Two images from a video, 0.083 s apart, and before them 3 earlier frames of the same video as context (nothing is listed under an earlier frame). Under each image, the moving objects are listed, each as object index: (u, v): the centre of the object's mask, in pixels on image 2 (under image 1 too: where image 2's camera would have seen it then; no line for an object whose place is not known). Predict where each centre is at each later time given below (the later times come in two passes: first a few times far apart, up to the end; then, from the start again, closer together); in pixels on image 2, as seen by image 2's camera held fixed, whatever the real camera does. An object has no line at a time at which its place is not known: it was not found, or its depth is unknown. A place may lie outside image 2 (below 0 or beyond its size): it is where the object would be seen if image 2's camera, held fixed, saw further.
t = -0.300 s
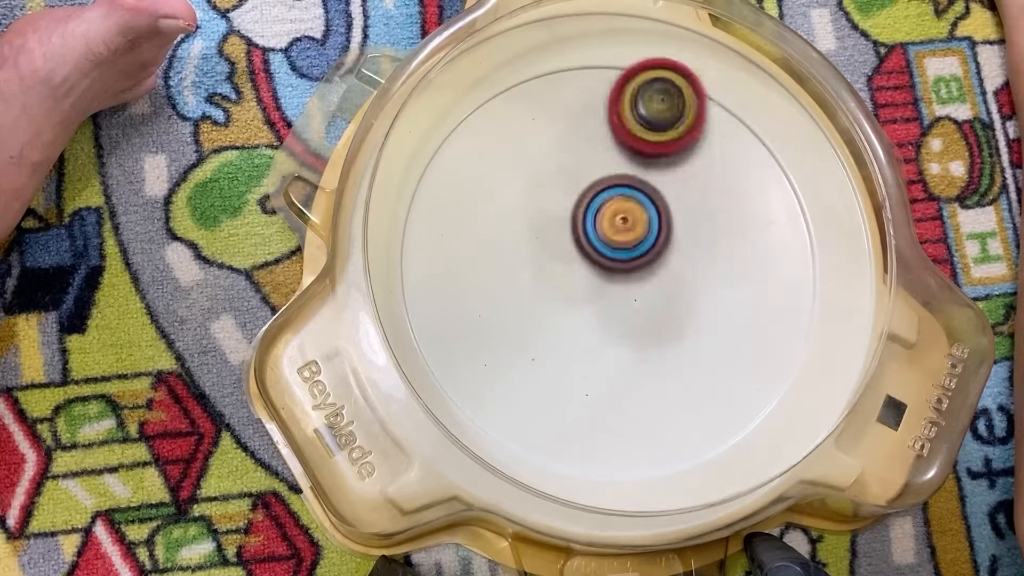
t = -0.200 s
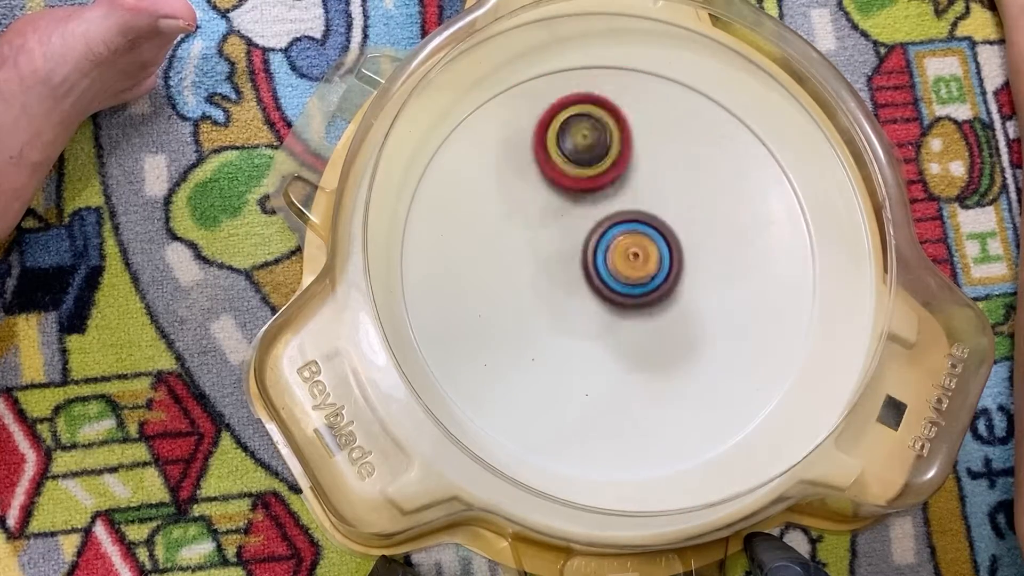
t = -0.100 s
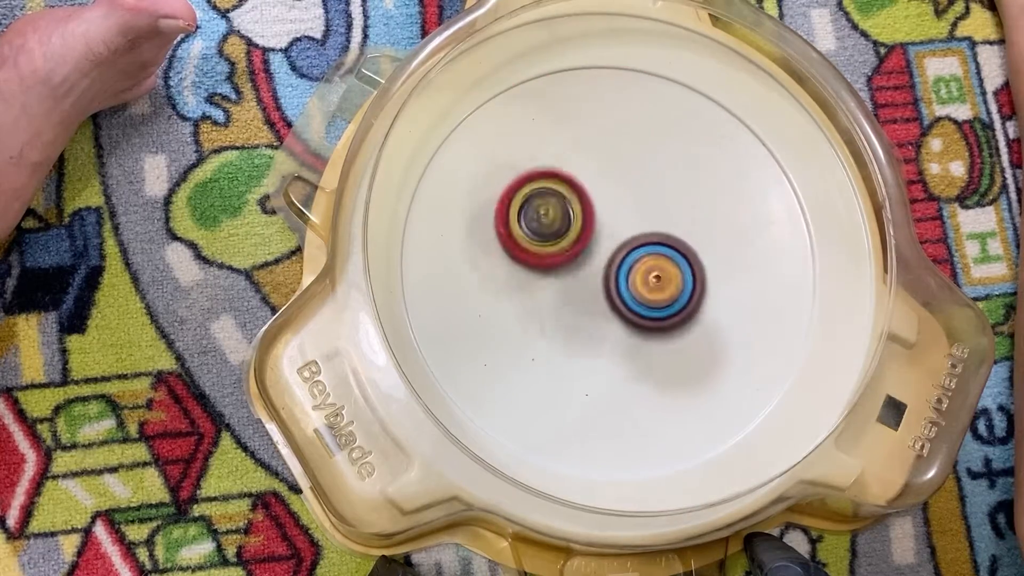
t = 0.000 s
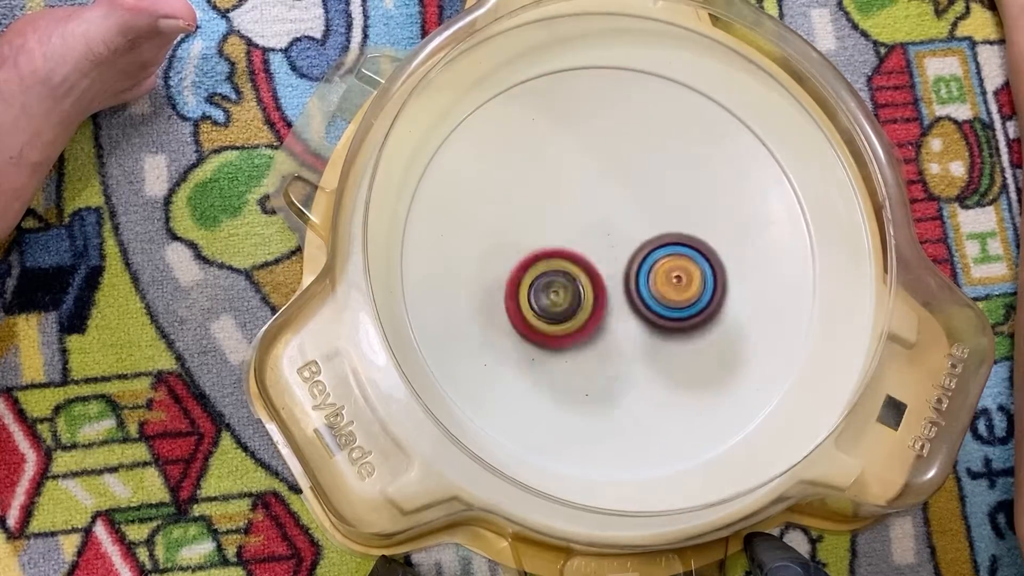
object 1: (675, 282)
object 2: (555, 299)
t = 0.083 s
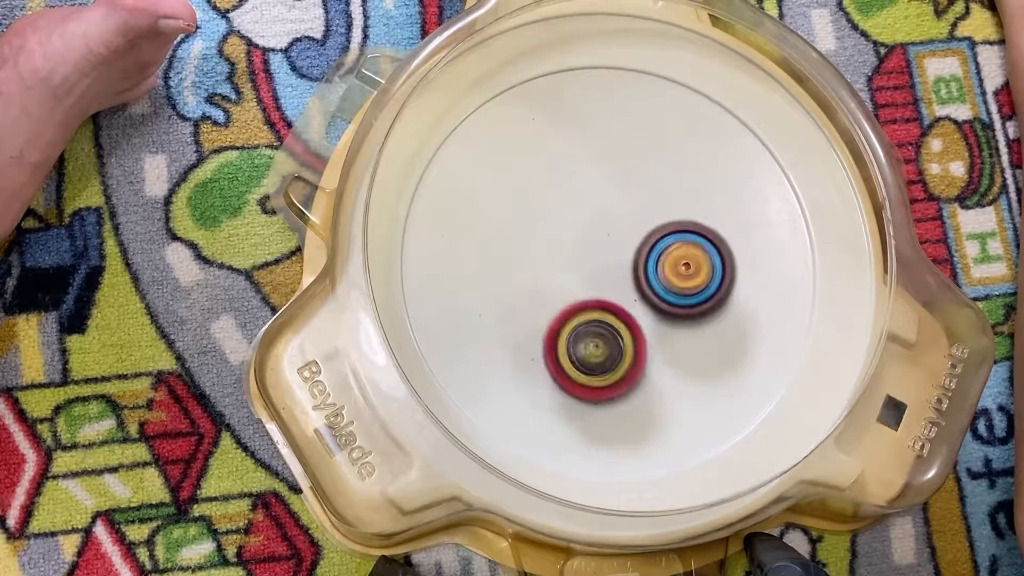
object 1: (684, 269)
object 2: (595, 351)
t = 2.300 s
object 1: (660, 323)
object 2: (552, 360)
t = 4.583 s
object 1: (553, 182)
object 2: (635, 286)
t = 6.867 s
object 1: (558, 240)
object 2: (634, 313)
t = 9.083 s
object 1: (628, 223)
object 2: (565, 310)
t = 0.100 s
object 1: (685, 266)
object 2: (605, 358)
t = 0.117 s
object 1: (685, 263)
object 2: (616, 365)
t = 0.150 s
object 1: (687, 256)
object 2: (640, 376)
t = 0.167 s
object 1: (688, 253)
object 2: (652, 379)
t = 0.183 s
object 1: (689, 250)
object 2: (665, 382)
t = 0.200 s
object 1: (689, 248)
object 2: (678, 383)
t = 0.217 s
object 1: (690, 246)
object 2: (691, 384)
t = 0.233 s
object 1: (689, 244)
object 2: (704, 383)
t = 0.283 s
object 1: (686, 241)
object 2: (738, 372)
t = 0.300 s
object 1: (685, 241)
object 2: (748, 366)
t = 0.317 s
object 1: (683, 242)
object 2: (757, 359)
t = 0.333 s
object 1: (681, 242)
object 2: (766, 351)
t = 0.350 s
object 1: (679, 243)
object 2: (773, 342)
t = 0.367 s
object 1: (678, 245)
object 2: (779, 332)
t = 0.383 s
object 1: (676, 248)
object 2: (784, 322)
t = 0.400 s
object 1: (673, 251)
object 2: (788, 311)
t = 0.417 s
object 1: (670, 254)
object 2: (790, 299)
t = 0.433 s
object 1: (666, 258)
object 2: (791, 287)
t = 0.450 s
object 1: (663, 261)
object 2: (791, 275)
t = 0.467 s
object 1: (660, 264)
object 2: (788, 263)
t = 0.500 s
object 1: (656, 272)
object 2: (778, 240)
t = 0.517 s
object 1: (654, 276)
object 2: (771, 229)
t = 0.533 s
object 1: (651, 280)
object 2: (762, 219)
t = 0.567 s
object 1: (648, 289)
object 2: (742, 201)
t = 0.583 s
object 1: (647, 293)
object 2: (730, 195)
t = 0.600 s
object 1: (647, 296)
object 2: (718, 189)
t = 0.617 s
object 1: (647, 299)
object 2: (705, 185)
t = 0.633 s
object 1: (647, 303)
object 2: (692, 182)
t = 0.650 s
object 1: (648, 305)
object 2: (679, 180)
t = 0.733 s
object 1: (654, 314)
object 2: (617, 192)
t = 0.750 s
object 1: (655, 314)
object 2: (606, 198)
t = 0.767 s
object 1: (655, 313)
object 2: (595, 206)
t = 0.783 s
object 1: (656, 312)
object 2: (585, 213)
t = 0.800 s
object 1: (656, 309)
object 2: (576, 222)
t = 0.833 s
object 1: (656, 304)
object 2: (560, 242)
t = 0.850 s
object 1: (656, 301)
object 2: (553, 252)
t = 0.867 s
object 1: (656, 297)
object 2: (548, 264)
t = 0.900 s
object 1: (656, 290)
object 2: (541, 287)
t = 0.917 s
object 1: (656, 286)
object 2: (539, 299)
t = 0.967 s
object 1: (657, 277)
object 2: (541, 334)
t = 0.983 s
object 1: (658, 275)
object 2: (544, 345)
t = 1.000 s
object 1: (657, 274)
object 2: (548, 356)
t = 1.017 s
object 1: (656, 273)
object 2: (553, 366)
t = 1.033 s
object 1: (653, 273)
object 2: (559, 375)
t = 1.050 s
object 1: (649, 272)
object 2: (567, 383)
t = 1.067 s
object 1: (645, 272)
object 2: (575, 391)
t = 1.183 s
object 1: (619, 280)
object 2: (646, 415)
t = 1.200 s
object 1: (615, 282)
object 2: (656, 415)
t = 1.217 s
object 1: (611, 284)
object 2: (667, 413)
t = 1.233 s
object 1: (607, 286)
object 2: (677, 409)
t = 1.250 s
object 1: (603, 289)
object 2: (687, 404)
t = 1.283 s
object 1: (596, 294)
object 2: (705, 391)
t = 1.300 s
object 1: (593, 297)
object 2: (712, 383)
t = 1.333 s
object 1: (589, 303)
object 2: (723, 363)
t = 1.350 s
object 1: (587, 306)
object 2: (726, 352)
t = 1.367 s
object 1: (586, 310)
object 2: (727, 341)
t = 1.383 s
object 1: (585, 313)
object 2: (727, 329)
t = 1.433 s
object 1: (585, 324)
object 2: (718, 295)
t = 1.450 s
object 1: (586, 327)
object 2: (712, 284)
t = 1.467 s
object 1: (587, 331)
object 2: (706, 274)
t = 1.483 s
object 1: (589, 333)
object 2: (698, 264)
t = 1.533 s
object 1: (596, 337)
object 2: (671, 241)
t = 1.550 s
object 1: (598, 337)
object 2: (660, 235)
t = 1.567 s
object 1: (600, 337)
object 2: (649, 230)
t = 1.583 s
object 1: (601, 336)
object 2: (638, 226)
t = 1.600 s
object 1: (602, 335)
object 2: (626, 224)
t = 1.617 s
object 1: (602, 333)
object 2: (614, 221)
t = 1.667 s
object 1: (600, 327)
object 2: (580, 222)
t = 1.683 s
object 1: (599, 323)
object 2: (569, 224)
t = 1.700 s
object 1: (599, 325)
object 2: (558, 223)
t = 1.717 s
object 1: (601, 337)
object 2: (549, 211)
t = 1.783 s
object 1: (607, 379)
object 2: (515, 179)
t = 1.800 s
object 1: (608, 385)
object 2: (508, 174)
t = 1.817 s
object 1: (610, 388)
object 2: (502, 171)
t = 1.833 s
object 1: (613, 390)
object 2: (497, 169)
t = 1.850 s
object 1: (616, 391)
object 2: (492, 169)
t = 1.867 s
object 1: (619, 391)
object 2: (488, 170)
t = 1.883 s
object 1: (623, 391)
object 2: (484, 173)
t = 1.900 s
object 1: (627, 391)
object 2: (480, 177)
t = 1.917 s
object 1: (631, 390)
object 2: (477, 182)
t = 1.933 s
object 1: (635, 388)
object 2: (475, 188)
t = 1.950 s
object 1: (639, 387)
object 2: (472, 195)
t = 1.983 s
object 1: (647, 383)
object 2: (468, 211)
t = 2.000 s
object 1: (651, 381)
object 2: (466, 219)
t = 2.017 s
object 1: (655, 378)
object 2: (464, 229)
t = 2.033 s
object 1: (658, 375)
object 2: (463, 239)
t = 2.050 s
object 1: (661, 372)
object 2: (462, 249)
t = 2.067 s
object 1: (663, 368)
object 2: (462, 260)
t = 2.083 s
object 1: (664, 365)
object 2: (463, 271)
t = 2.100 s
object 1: (666, 362)
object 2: (465, 282)
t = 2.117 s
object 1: (666, 358)
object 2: (467, 292)
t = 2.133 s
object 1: (666, 355)
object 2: (470, 301)
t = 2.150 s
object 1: (667, 351)
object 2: (475, 311)
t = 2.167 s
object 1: (666, 348)
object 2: (480, 320)
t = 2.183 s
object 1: (666, 345)
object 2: (486, 328)
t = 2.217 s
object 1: (664, 339)
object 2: (502, 342)
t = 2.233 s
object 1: (664, 336)
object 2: (510, 348)
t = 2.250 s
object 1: (663, 333)
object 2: (520, 352)
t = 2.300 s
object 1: (660, 323)
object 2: (552, 360)
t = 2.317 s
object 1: (659, 320)
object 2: (562, 361)
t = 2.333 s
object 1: (677, 315)
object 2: (555, 364)
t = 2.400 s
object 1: (745, 282)
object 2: (529, 369)
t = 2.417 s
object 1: (758, 274)
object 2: (527, 370)
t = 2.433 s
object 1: (770, 266)
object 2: (527, 370)
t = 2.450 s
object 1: (778, 258)
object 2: (529, 371)
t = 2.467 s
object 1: (784, 251)
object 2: (532, 371)
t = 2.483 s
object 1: (788, 244)
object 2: (537, 373)
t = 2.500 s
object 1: (790, 238)
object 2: (543, 374)
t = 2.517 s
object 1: (790, 231)
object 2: (549, 375)
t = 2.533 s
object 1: (788, 225)
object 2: (557, 375)
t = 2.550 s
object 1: (785, 219)
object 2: (564, 374)
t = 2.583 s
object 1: (778, 209)
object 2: (578, 368)
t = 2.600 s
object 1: (774, 204)
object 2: (583, 363)
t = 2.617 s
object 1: (770, 200)
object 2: (589, 358)
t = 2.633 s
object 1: (765, 195)
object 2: (594, 352)
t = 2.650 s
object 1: (759, 192)
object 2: (598, 345)
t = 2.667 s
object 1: (754, 188)
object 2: (602, 337)
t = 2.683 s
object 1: (748, 186)
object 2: (604, 329)
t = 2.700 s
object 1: (743, 184)
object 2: (606, 321)
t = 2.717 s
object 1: (736, 182)
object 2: (607, 313)
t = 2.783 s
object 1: (715, 175)
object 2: (607, 281)
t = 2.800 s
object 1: (709, 174)
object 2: (606, 272)
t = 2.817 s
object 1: (704, 173)
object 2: (603, 264)
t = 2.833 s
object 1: (698, 173)
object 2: (601, 256)
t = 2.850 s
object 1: (693, 174)
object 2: (598, 249)
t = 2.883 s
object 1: (684, 174)
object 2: (590, 233)
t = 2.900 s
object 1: (680, 175)
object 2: (586, 227)
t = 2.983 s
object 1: (663, 178)
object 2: (554, 202)
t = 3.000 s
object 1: (660, 179)
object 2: (548, 199)
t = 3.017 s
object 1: (657, 181)
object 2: (541, 196)
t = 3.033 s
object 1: (654, 182)
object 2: (535, 195)
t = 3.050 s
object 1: (651, 183)
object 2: (528, 194)
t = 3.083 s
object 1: (644, 185)
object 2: (516, 194)
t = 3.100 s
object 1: (642, 186)
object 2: (510, 194)
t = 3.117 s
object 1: (640, 188)
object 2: (503, 196)
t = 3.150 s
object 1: (636, 191)
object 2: (492, 202)
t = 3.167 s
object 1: (634, 192)
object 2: (487, 206)
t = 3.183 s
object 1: (632, 193)
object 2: (483, 211)
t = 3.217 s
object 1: (628, 196)
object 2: (476, 222)
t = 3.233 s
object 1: (627, 198)
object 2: (474, 229)
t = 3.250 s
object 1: (625, 200)
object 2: (474, 237)
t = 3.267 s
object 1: (623, 202)
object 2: (474, 244)
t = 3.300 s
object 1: (621, 206)
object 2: (477, 259)
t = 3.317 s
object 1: (621, 207)
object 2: (481, 267)
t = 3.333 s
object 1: (620, 208)
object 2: (486, 274)
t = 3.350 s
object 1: (618, 210)
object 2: (492, 280)
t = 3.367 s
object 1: (617, 212)
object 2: (498, 285)
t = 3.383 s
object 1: (616, 214)
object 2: (506, 290)
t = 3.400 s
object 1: (616, 216)
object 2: (514, 294)
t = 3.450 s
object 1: (615, 221)
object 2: (541, 300)
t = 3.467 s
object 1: (616, 222)
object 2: (548, 302)
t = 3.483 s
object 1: (628, 215)
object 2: (548, 309)
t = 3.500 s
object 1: (639, 210)
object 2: (548, 317)
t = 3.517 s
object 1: (650, 205)
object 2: (550, 323)
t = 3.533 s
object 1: (659, 201)
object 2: (553, 327)
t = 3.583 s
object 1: (674, 195)
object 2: (570, 336)
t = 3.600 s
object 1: (675, 195)
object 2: (577, 336)
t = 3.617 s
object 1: (676, 195)
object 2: (585, 335)
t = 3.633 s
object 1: (677, 196)
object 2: (593, 333)
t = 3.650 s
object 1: (676, 196)
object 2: (602, 331)
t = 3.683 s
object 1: (672, 196)
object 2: (618, 325)
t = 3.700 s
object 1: (670, 198)
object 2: (626, 321)
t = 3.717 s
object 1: (668, 198)
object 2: (633, 316)
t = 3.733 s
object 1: (667, 199)
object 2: (641, 311)
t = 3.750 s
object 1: (665, 199)
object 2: (647, 305)
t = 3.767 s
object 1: (665, 195)
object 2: (652, 303)
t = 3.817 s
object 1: (663, 171)
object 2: (666, 307)
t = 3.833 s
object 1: (663, 166)
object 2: (670, 306)
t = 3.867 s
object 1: (661, 160)
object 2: (678, 299)
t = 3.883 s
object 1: (660, 159)
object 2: (683, 295)
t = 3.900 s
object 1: (658, 158)
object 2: (688, 289)
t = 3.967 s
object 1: (651, 161)
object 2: (701, 264)
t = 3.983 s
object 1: (650, 162)
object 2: (702, 257)
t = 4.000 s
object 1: (648, 161)
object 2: (704, 252)
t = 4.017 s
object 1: (643, 155)
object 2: (707, 252)
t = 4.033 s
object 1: (639, 150)
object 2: (709, 251)
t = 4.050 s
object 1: (635, 148)
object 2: (709, 249)
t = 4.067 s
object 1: (632, 146)
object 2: (709, 246)
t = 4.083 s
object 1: (629, 144)
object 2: (708, 243)
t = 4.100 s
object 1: (625, 144)
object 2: (708, 238)
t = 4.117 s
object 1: (623, 146)
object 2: (706, 232)
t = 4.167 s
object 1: (616, 149)
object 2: (697, 215)
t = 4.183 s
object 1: (611, 146)
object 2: (697, 214)
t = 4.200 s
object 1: (602, 141)
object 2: (698, 216)
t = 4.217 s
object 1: (597, 137)
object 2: (698, 218)
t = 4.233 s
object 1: (591, 135)
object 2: (697, 218)
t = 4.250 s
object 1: (587, 134)
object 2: (694, 218)
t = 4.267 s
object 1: (583, 134)
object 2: (690, 217)
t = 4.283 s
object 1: (580, 135)
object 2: (686, 217)
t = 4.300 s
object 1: (577, 137)
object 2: (680, 215)
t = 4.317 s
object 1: (575, 139)
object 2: (675, 214)
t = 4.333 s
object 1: (572, 142)
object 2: (670, 215)
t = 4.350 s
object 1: (571, 145)
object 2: (665, 216)
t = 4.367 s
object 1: (569, 148)
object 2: (659, 217)
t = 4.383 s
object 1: (568, 151)
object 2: (654, 220)
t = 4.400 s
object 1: (567, 155)
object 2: (649, 223)
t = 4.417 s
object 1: (566, 159)
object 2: (645, 226)
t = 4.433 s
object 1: (564, 160)
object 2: (641, 231)
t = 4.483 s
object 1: (556, 167)
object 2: (635, 250)
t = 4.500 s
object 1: (555, 168)
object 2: (633, 256)
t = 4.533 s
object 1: (553, 174)
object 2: (633, 268)
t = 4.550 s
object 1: (553, 178)
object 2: (632, 274)
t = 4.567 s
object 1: (553, 179)
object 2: (633, 281)
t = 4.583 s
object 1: (553, 182)
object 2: (635, 286)
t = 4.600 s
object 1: (553, 186)
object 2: (636, 292)
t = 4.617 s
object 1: (554, 189)
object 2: (638, 298)
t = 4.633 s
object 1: (555, 190)
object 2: (640, 303)
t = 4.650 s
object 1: (555, 194)
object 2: (643, 308)
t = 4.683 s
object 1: (557, 199)
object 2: (650, 317)
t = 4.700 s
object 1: (558, 201)
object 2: (654, 321)
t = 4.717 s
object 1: (559, 204)
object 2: (658, 324)
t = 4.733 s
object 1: (560, 207)
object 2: (662, 327)
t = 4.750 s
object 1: (561, 210)
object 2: (667, 330)
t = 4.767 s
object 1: (562, 212)
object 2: (671, 332)
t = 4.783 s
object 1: (563, 215)
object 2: (676, 333)
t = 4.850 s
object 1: (568, 226)
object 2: (692, 333)
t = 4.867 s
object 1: (570, 228)
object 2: (695, 331)
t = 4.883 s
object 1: (572, 230)
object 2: (697, 329)
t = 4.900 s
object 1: (573, 232)
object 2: (700, 327)
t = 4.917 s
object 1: (574, 234)
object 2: (702, 324)
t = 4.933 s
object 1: (577, 236)
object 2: (703, 321)
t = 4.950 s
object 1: (578, 237)
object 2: (703, 318)
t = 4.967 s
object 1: (580, 239)
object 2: (704, 315)
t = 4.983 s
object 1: (581, 241)
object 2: (704, 310)
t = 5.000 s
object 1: (584, 242)
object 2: (703, 306)
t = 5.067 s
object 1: (593, 247)
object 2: (693, 290)
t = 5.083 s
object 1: (593, 248)
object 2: (690, 287)
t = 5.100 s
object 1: (587, 244)
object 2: (693, 287)
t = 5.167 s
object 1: (569, 233)
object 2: (692, 286)
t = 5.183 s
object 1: (569, 232)
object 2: (691, 286)
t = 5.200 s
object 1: (568, 232)
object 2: (689, 284)
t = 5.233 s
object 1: (569, 234)
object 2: (684, 283)
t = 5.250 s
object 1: (570, 235)
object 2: (681, 281)
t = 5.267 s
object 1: (570, 237)
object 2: (678, 281)
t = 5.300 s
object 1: (572, 240)
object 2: (672, 281)
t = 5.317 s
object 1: (571, 241)
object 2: (668, 281)
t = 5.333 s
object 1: (568, 240)
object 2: (669, 284)
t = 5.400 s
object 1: (546, 234)
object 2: (672, 295)
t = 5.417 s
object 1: (545, 234)
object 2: (672, 297)
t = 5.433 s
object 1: (543, 235)
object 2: (673, 300)
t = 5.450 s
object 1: (542, 236)
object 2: (674, 301)
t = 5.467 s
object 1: (542, 237)
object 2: (674, 303)
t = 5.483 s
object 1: (542, 239)
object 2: (674, 304)
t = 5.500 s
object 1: (542, 240)
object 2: (674, 305)
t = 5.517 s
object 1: (542, 242)
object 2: (674, 307)
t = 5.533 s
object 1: (542, 244)
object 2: (675, 307)
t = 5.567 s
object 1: (543, 247)
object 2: (674, 309)
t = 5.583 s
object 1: (544, 248)
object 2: (674, 309)
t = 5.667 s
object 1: (547, 255)
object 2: (668, 309)
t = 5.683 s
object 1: (549, 255)
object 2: (666, 309)
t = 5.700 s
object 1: (549, 257)
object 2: (664, 309)
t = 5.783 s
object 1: (554, 261)
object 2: (652, 310)
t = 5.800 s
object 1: (555, 262)
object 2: (649, 311)
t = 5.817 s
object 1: (552, 259)
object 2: (652, 314)
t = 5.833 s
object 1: (545, 254)
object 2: (658, 320)
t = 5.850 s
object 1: (536, 248)
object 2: (662, 325)
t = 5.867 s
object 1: (531, 244)
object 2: (667, 328)
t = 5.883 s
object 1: (528, 241)
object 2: (671, 329)
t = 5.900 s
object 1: (524, 237)
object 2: (675, 330)
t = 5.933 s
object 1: (523, 236)
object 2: (682, 330)
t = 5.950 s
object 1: (522, 235)
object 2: (686, 330)
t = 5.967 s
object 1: (523, 235)
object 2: (689, 329)
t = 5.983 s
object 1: (524, 236)
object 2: (691, 327)
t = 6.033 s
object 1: (526, 238)
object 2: (697, 320)
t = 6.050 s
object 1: (527, 238)
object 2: (699, 317)
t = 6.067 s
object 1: (528, 240)
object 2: (699, 313)
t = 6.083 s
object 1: (530, 240)
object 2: (698, 310)
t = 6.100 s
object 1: (530, 241)
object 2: (698, 306)
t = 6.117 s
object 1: (531, 242)
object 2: (696, 302)
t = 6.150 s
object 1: (533, 242)
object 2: (691, 295)
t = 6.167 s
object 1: (534, 244)
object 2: (688, 292)
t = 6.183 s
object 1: (536, 244)
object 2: (684, 289)
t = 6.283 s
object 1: (545, 246)
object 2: (654, 275)
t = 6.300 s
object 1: (547, 247)
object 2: (648, 275)
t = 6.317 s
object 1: (546, 247)
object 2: (645, 275)
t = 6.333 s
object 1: (538, 242)
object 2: (648, 277)
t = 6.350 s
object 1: (531, 238)
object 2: (650, 281)
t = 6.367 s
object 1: (526, 237)
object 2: (650, 282)
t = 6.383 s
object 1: (521, 234)
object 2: (649, 283)
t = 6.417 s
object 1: (518, 232)
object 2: (646, 285)
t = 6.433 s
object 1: (517, 231)
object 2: (644, 287)
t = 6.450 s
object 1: (517, 231)
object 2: (643, 288)
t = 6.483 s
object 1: (520, 232)
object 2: (640, 291)
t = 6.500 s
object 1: (521, 233)
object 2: (638, 292)
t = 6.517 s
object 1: (523, 234)
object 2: (637, 294)
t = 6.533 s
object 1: (525, 234)
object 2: (636, 296)
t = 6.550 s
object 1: (526, 236)
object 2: (635, 296)
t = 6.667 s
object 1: (541, 243)
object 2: (629, 305)
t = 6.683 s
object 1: (544, 244)
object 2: (628, 306)
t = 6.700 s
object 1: (544, 242)
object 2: (630, 308)
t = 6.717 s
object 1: (543, 240)
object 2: (631, 310)
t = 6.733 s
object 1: (544, 240)
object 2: (631, 312)
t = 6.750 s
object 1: (545, 239)
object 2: (632, 313)
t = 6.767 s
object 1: (546, 239)
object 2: (632, 314)
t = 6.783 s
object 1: (548, 238)
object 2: (632, 314)
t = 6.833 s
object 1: (555, 240)
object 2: (634, 314)
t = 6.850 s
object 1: (557, 241)
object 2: (633, 313)
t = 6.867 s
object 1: (558, 240)
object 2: (634, 313)
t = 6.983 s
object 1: (566, 229)
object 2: (641, 314)
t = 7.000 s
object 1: (568, 227)
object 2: (642, 313)
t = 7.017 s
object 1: (570, 227)
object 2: (642, 312)
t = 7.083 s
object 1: (576, 226)
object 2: (643, 309)
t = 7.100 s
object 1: (575, 223)
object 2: (644, 310)
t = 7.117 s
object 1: (577, 220)
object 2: (645, 310)
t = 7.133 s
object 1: (577, 219)
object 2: (644, 309)
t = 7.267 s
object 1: (585, 212)
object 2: (642, 308)
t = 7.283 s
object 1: (586, 210)
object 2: (642, 308)
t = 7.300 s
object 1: (587, 210)
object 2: (642, 309)
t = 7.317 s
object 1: (589, 210)
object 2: (642, 308)
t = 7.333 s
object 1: (589, 210)
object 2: (641, 308)
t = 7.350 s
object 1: (591, 211)
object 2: (640, 308)
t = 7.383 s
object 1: (592, 212)
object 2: (639, 308)
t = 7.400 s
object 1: (594, 211)
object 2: (637, 307)
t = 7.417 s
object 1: (594, 210)
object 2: (637, 309)
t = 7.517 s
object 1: (601, 211)
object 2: (634, 313)
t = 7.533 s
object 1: (601, 213)
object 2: (633, 314)
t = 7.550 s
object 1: (603, 212)
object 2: (632, 314)
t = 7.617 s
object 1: (606, 205)
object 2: (629, 319)
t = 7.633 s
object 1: (607, 204)
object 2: (628, 320)
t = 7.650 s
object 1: (608, 206)
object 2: (627, 321)
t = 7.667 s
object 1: (609, 205)
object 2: (626, 321)
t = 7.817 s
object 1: (615, 214)
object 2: (617, 322)
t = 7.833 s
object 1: (615, 214)
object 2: (616, 323)
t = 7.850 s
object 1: (617, 214)
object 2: (616, 326)
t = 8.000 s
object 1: (623, 226)
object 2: (616, 334)
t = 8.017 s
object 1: (622, 228)
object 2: (616, 333)
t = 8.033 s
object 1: (624, 229)
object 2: (617, 333)
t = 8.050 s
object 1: (625, 225)
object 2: (616, 335)
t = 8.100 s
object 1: (629, 224)
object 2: (616, 340)
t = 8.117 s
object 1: (630, 223)
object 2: (616, 340)
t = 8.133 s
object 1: (630, 225)
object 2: (617, 341)
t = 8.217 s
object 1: (632, 231)
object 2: (617, 337)
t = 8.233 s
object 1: (631, 231)
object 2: (616, 336)
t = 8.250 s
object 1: (632, 231)
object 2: (615, 336)
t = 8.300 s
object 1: (633, 231)
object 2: (613, 334)
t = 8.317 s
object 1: (634, 230)
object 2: (611, 333)
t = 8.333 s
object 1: (637, 225)
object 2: (609, 336)
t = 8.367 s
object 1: (642, 216)
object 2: (606, 339)
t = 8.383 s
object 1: (643, 214)
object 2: (604, 340)
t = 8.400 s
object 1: (644, 212)
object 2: (602, 340)
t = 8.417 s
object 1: (644, 212)
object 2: (600, 340)
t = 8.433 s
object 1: (645, 212)
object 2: (598, 340)
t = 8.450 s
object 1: (644, 213)
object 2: (597, 340)
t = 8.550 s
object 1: (639, 218)
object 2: (588, 337)
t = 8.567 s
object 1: (638, 219)
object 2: (587, 336)
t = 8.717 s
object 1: (625, 228)
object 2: (577, 324)
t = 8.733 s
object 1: (624, 229)
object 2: (576, 322)
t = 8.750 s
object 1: (624, 228)
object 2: (574, 322)
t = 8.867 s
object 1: (629, 221)
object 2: (563, 325)
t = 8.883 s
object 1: (629, 221)
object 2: (562, 325)
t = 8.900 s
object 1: (629, 222)
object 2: (562, 324)
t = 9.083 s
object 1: (628, 223)
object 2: (565, 310)
